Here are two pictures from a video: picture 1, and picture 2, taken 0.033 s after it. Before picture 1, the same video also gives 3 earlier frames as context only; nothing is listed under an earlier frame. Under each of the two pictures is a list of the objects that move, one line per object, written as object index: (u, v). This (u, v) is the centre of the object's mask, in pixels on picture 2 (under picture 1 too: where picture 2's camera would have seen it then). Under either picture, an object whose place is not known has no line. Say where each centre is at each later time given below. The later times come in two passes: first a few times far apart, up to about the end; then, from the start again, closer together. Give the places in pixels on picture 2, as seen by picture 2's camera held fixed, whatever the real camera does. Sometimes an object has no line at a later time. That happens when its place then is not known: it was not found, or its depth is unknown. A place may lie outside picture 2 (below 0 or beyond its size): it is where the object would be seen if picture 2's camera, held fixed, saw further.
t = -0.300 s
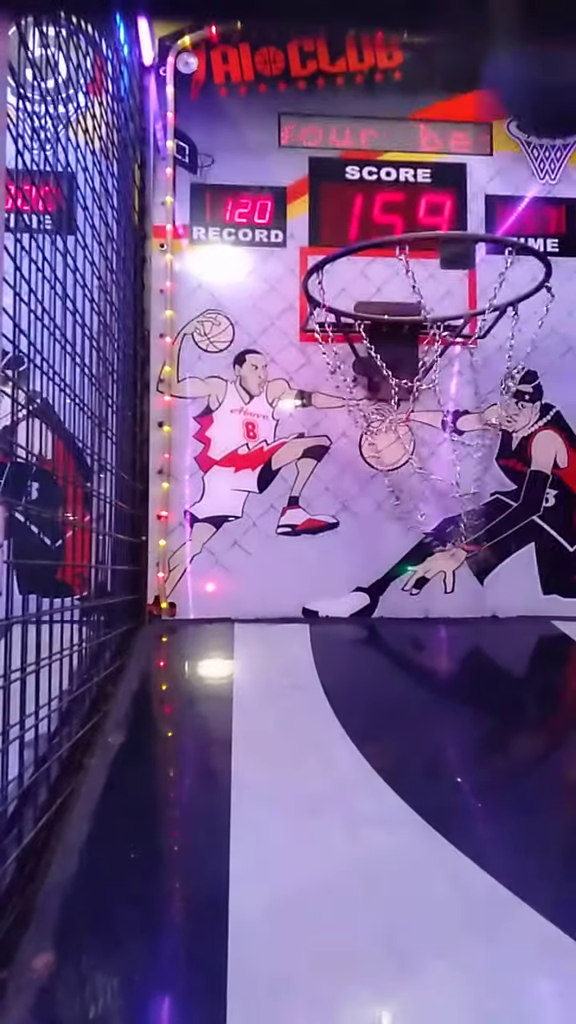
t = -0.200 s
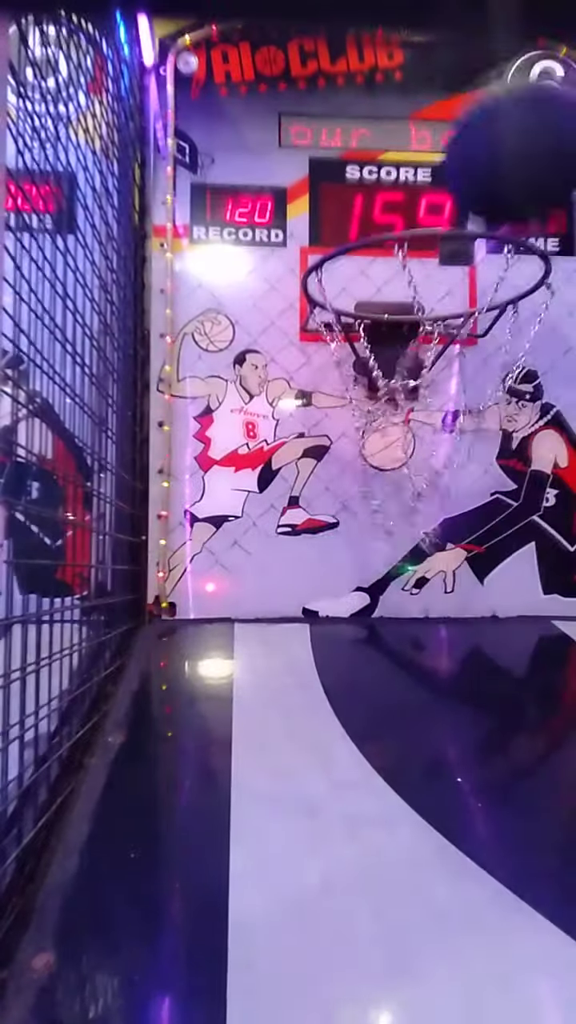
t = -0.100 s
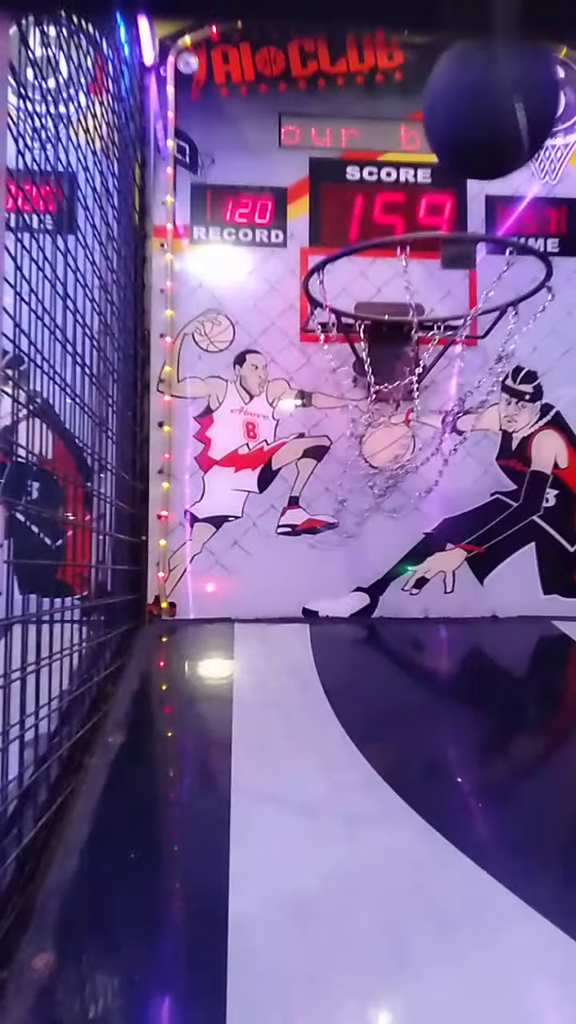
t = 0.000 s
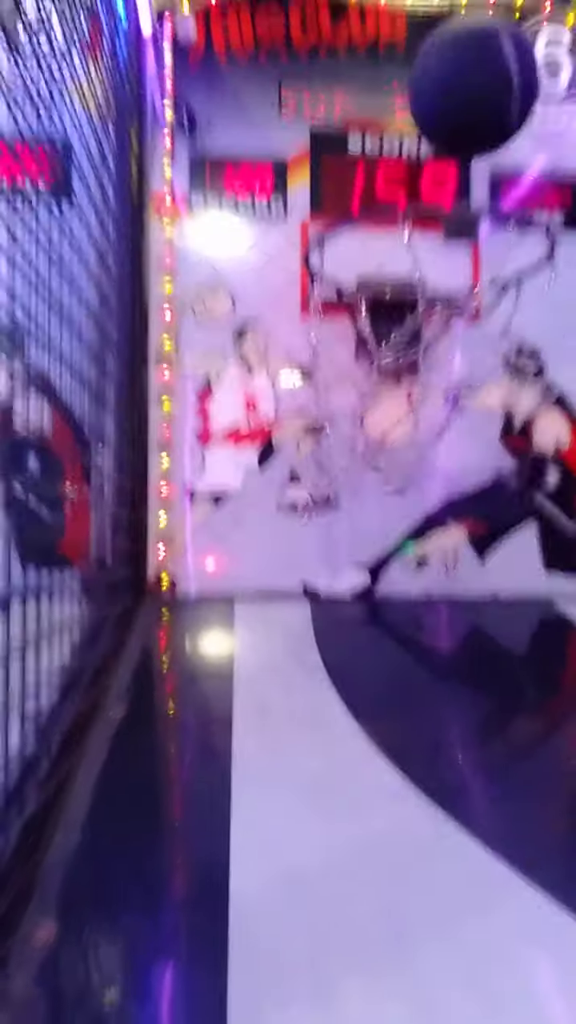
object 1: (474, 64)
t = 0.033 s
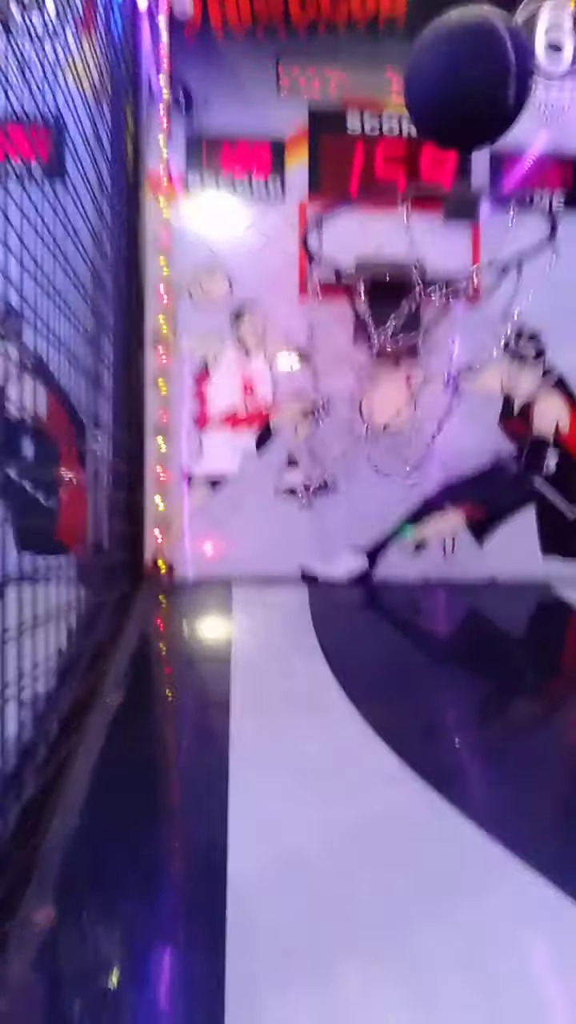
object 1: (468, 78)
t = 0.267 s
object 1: (461, 213)
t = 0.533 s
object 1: (392, 308)
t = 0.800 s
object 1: (372, 480)
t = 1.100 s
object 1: (414, 517)
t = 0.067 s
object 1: (460, 101)
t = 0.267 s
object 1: (461, 213)
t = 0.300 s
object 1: (462, 224)
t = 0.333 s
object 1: (453, 242)
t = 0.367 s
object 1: (437, 262)
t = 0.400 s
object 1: (433, 286)
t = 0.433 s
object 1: (423, 298)
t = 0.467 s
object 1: (415, 300)
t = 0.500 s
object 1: (403, 301)
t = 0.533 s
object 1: (392, 308)
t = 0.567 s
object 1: (383, 313)
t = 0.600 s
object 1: (376, 324)
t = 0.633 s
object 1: (370, 342)
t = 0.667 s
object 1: (369, 366)
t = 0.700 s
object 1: (372, 392)
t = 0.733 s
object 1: (372, 418)
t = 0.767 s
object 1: (374, 446)
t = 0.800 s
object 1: (372, 480)
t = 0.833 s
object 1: (377, 516)
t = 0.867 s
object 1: (376, 559)
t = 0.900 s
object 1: (381, 560)
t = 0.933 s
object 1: (387, 536)
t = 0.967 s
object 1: (392, 520)
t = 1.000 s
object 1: (397, 509)
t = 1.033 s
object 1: (402, 505)
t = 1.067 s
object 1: (408, 507)
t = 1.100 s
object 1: (414, 517)
